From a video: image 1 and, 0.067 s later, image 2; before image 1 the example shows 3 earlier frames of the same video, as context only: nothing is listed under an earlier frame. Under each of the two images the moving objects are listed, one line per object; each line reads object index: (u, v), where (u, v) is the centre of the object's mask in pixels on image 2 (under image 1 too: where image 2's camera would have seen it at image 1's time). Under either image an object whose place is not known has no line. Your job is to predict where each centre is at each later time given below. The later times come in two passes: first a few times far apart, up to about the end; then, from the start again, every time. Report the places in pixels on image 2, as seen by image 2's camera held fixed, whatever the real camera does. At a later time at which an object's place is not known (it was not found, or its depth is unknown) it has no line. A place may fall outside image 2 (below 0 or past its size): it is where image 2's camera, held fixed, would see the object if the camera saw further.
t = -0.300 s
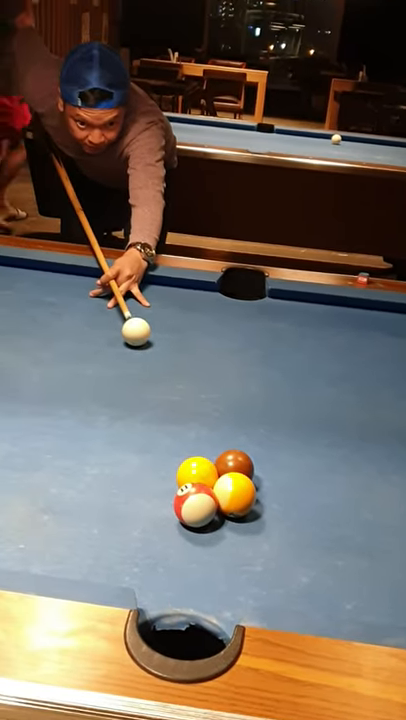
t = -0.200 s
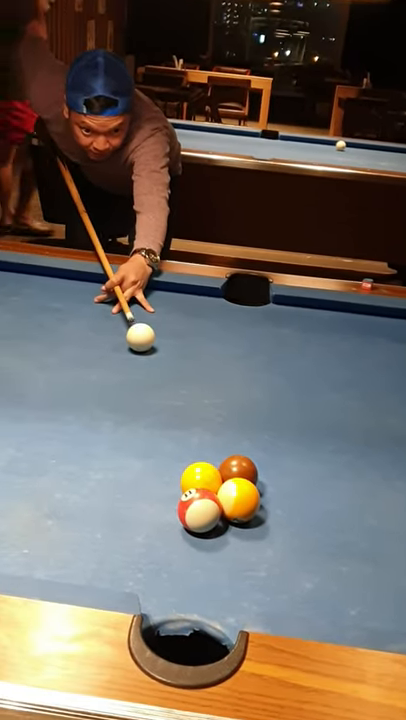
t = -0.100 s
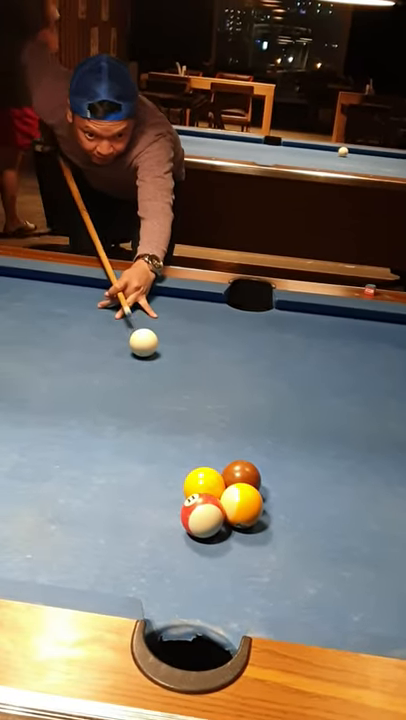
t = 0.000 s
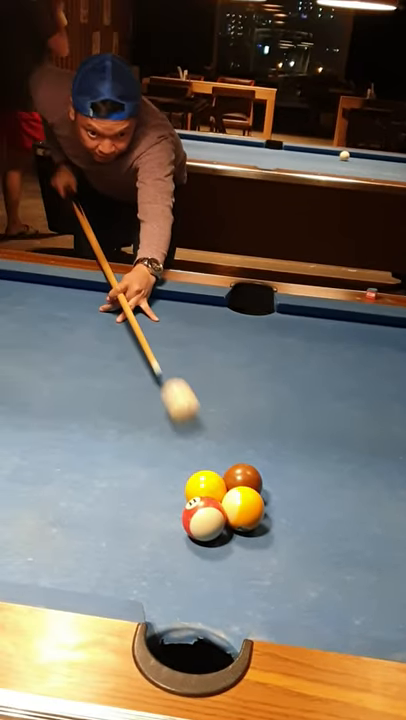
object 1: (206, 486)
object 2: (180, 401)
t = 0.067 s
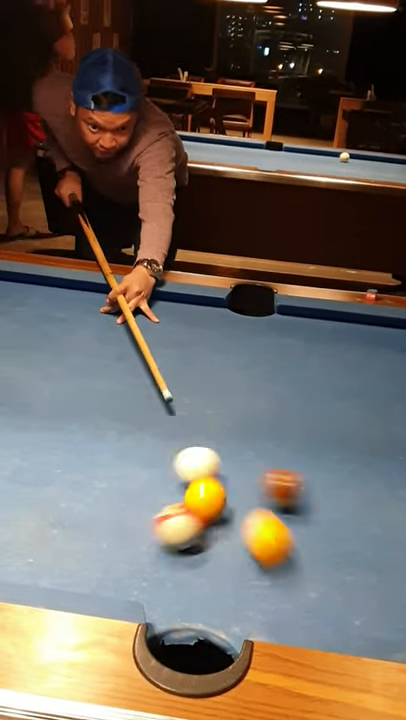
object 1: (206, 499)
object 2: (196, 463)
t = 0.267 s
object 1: (194, 597)
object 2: (86, 460)
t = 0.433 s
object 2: (12, 455)
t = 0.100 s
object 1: (203, 517)
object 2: (175, 467)
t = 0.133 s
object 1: (202, 533)
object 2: (155, 464)
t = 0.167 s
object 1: (200, 549)
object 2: (136, 464)
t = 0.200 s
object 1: (198, 565)
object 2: (119, 462)
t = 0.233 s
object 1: (197, 581)
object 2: (103, 461)
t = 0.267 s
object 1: (194, 597)
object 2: (86, 460)
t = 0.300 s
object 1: (192, 617)
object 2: (70, 459)
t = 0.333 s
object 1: (189, 645)
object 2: (53, 458)
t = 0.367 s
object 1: (189, 661)
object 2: (36, 457)
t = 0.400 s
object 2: (21, 456)
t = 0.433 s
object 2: (12, 455)
